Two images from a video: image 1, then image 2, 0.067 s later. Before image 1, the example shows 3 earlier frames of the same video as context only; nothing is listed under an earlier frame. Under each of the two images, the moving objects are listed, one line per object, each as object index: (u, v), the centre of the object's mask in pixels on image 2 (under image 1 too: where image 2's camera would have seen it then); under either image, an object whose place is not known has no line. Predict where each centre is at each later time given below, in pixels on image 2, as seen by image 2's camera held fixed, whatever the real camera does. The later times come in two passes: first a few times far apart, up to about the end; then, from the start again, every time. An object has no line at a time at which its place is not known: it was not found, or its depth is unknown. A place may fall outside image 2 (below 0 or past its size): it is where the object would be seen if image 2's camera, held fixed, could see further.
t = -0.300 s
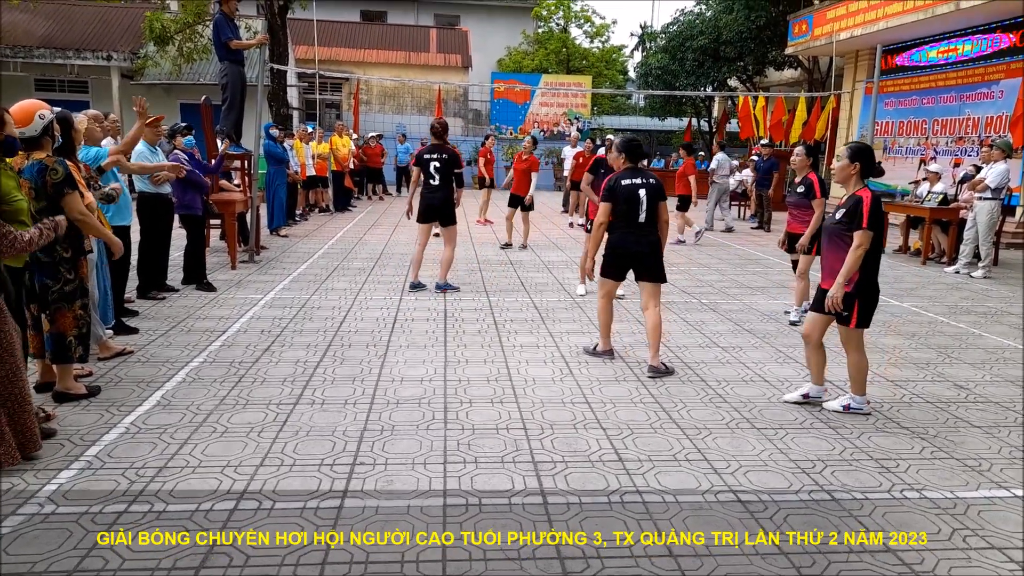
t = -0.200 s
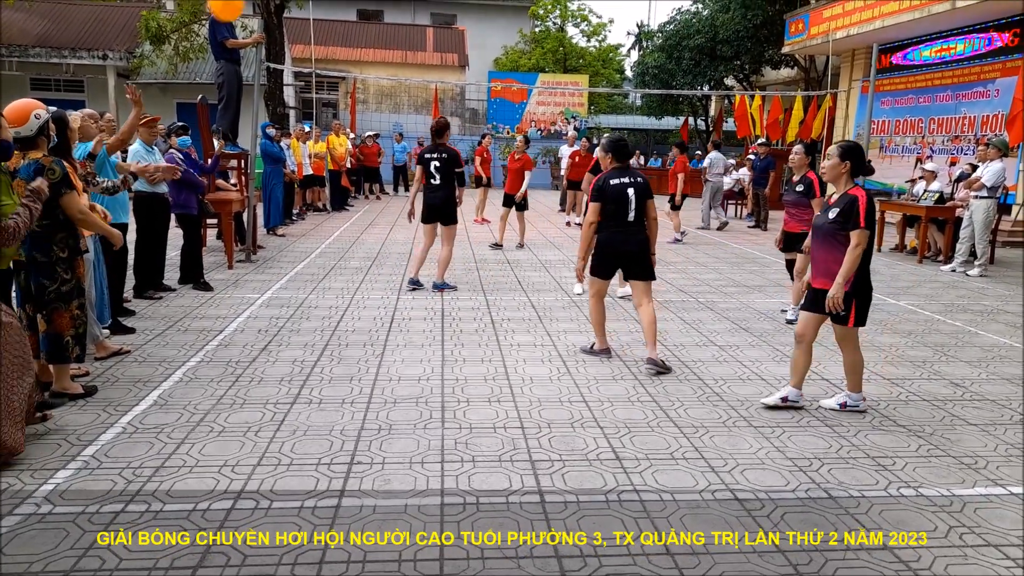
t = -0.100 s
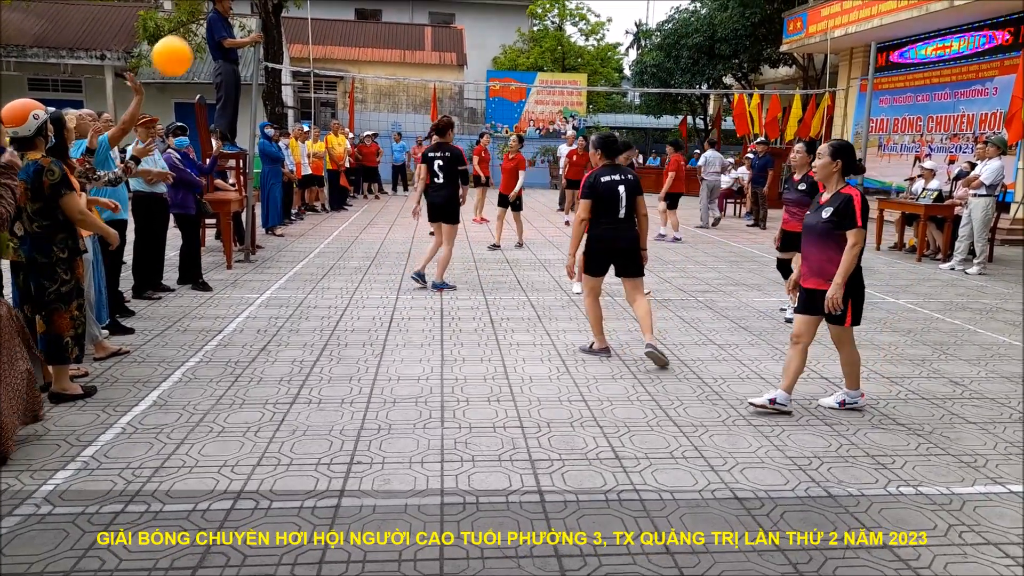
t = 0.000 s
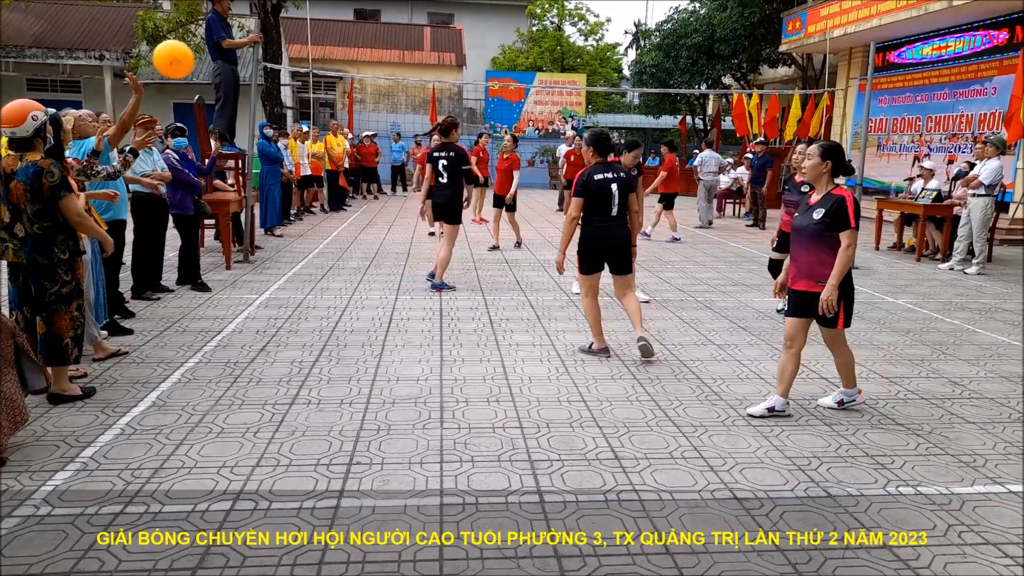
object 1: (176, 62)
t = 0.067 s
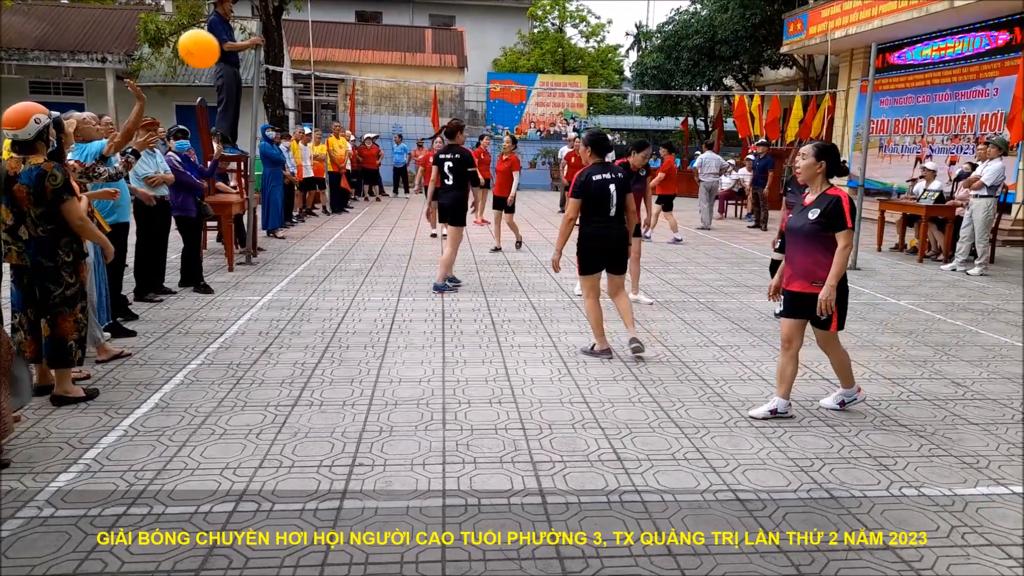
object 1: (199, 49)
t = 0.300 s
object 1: (289, 54)
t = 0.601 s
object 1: (411, 193)
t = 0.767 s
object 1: (472, 330)
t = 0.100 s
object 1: (211, 44)
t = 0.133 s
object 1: (224, 42)
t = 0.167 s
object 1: (236, 41)
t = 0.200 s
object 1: (249, 42)
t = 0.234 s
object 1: (262, 45)
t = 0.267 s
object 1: (275, 49)
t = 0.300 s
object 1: (289, 54)
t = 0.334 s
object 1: (303, 62)
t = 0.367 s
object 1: (317, 72)
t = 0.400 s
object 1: (330, 83)
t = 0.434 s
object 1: (344, 97)
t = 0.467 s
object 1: (358, 112)
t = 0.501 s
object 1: (372, 130)
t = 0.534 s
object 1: (385, 149)
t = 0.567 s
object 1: (398, 170)
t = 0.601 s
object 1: (411, 193)
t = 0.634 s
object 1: (423, 217)
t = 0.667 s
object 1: (436, 243)
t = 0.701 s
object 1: (448, 271)
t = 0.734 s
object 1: (460, 300)
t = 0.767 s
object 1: (472, 330)
